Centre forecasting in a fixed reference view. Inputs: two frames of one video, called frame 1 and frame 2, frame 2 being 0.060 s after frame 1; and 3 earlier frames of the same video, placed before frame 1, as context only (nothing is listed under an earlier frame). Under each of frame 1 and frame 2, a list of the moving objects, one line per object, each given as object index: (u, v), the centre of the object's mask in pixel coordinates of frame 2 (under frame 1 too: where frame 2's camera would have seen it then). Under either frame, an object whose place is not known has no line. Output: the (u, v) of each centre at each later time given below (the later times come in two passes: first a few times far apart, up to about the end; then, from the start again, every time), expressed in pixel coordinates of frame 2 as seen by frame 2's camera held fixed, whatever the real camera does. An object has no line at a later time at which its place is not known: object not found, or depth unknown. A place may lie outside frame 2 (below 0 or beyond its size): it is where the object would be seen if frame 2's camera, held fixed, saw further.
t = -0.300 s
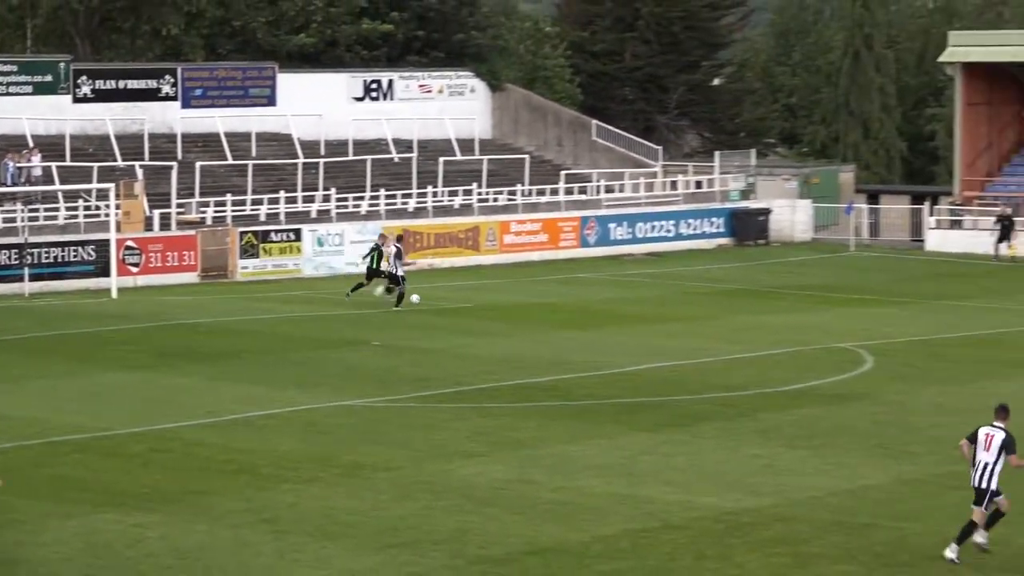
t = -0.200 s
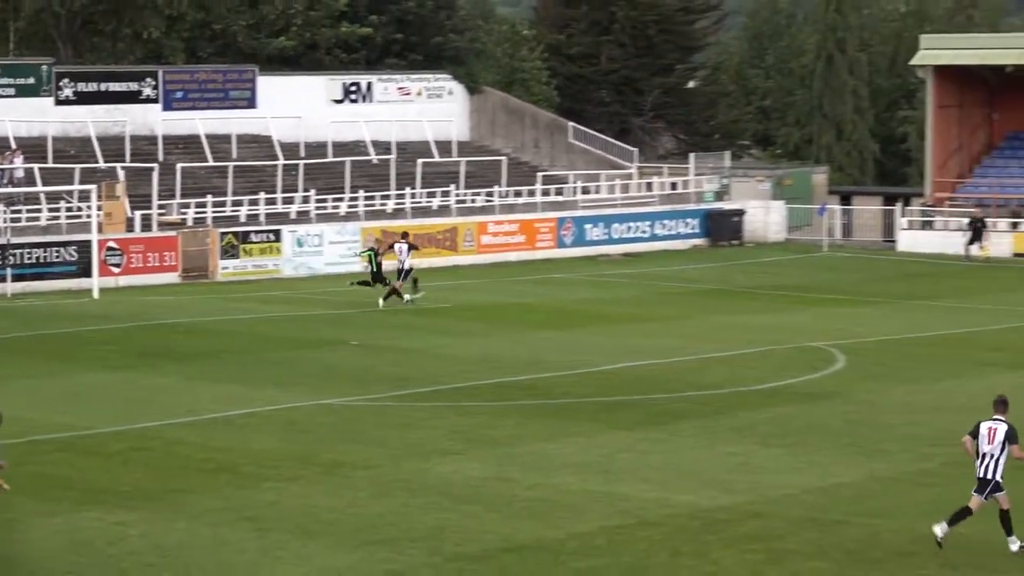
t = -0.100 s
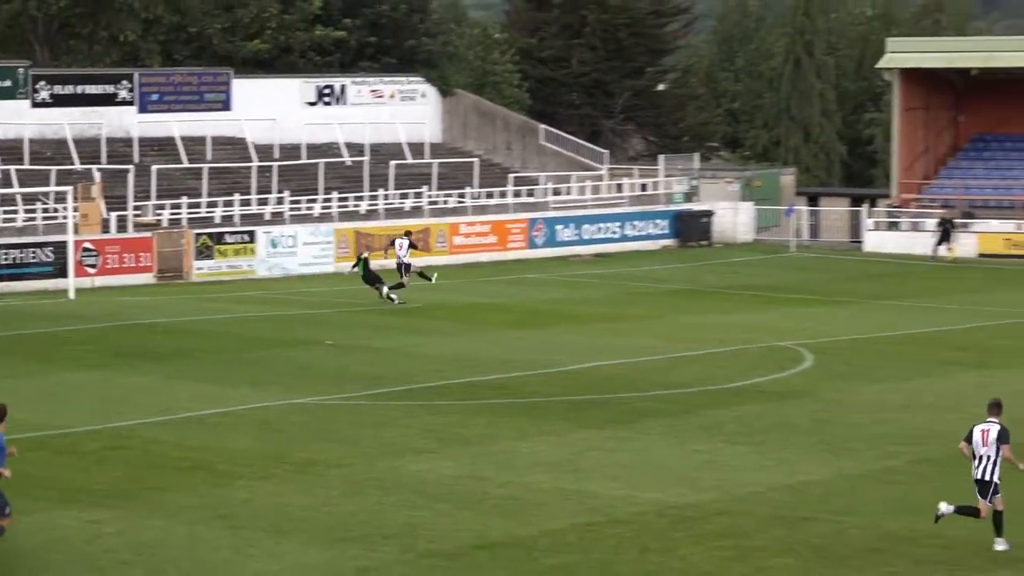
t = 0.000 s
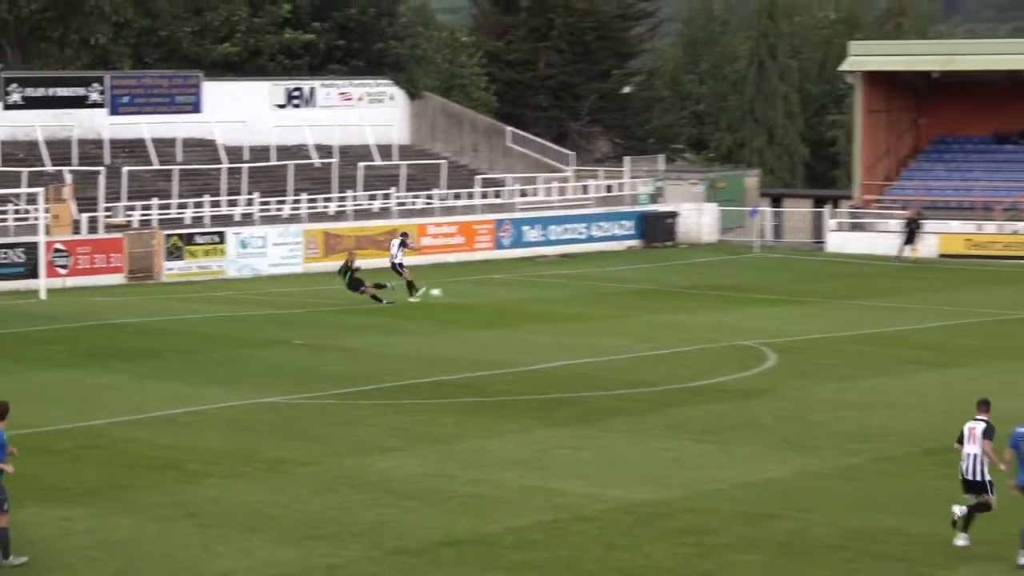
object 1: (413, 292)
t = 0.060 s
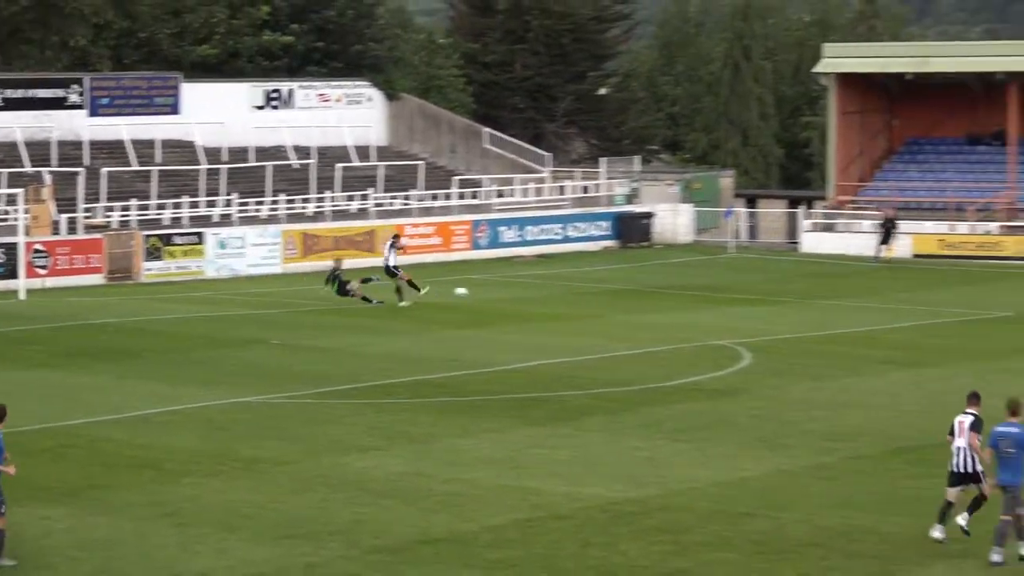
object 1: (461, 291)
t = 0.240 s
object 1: (603, 302)
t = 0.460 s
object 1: (762, 310)
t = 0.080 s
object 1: (477, 292)
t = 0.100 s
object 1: (493, 292)
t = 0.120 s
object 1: (509, 293)
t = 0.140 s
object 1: (524, 294)
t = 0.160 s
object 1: (539, 295)
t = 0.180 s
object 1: (556, 296)
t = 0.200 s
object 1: (572, 298)
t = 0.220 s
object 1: (587, 300)
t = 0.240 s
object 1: (603, 302)
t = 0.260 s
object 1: (619, 304)
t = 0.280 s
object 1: (634, 306)
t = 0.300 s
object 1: (649, 309)
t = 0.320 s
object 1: (665, 311)
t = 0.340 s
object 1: (681, 314)
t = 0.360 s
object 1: (695, 315)
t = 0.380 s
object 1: (709, 314)
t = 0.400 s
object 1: (722, 313)
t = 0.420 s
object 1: (735, 311)
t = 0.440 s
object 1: (748, 311)
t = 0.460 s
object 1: (762, 310)
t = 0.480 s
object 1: (775, 310)
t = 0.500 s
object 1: (788, 309)
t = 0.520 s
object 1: (802, 309)
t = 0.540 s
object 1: (815, 309)
